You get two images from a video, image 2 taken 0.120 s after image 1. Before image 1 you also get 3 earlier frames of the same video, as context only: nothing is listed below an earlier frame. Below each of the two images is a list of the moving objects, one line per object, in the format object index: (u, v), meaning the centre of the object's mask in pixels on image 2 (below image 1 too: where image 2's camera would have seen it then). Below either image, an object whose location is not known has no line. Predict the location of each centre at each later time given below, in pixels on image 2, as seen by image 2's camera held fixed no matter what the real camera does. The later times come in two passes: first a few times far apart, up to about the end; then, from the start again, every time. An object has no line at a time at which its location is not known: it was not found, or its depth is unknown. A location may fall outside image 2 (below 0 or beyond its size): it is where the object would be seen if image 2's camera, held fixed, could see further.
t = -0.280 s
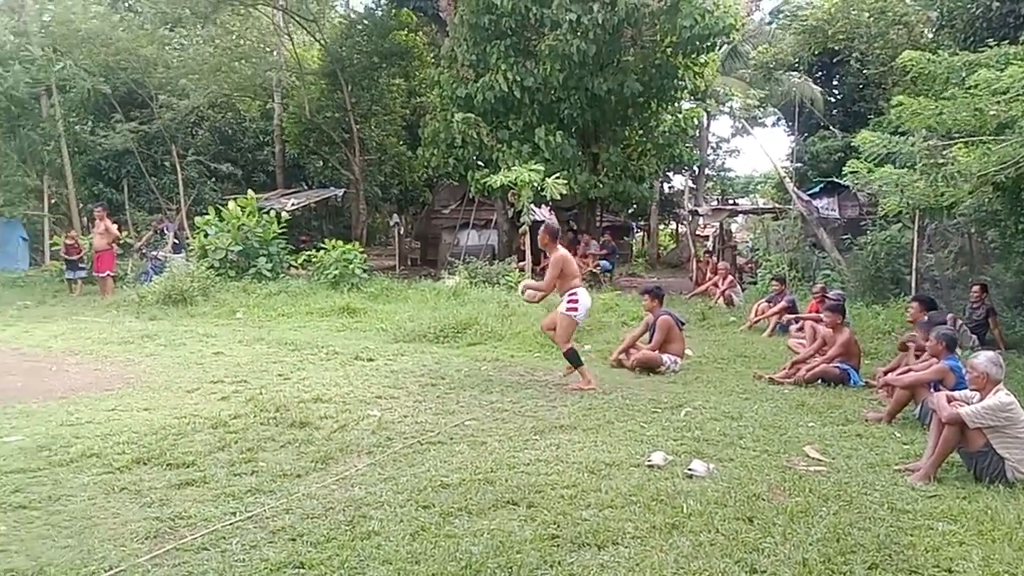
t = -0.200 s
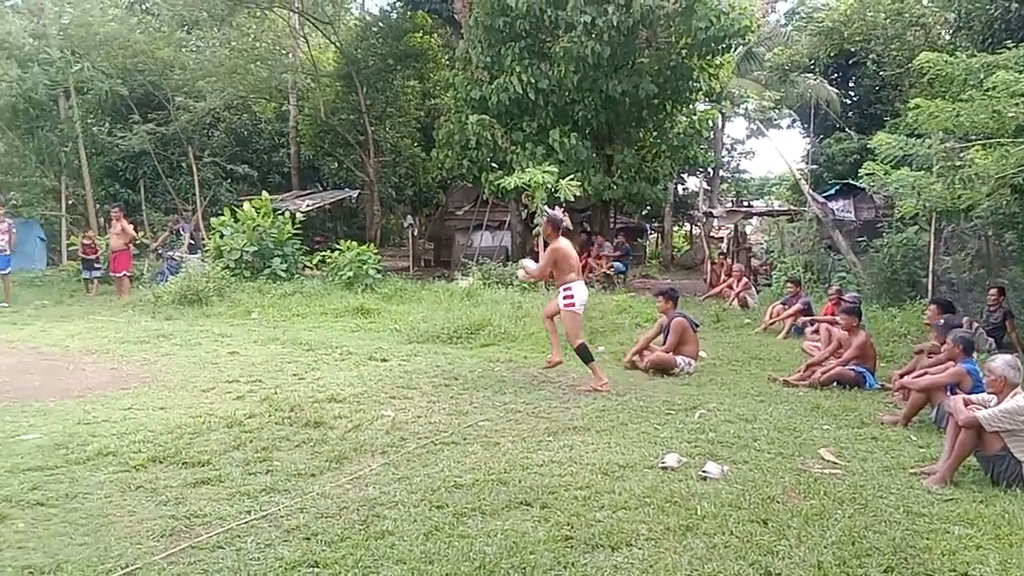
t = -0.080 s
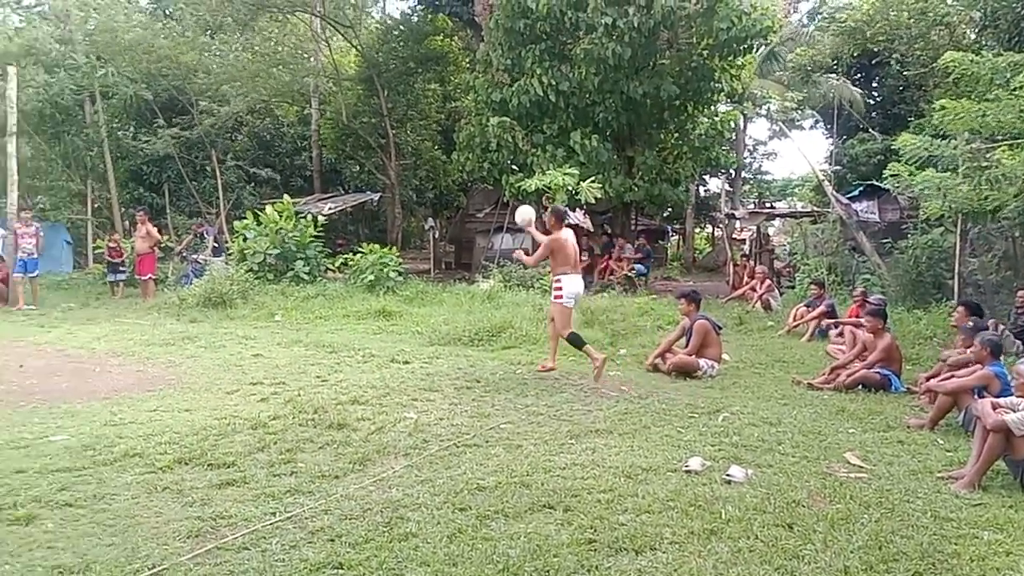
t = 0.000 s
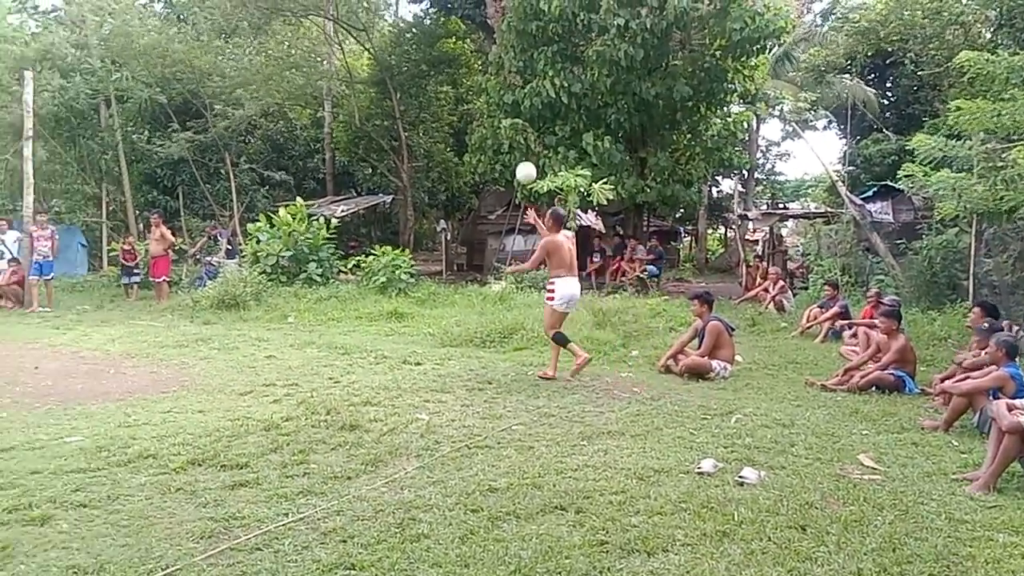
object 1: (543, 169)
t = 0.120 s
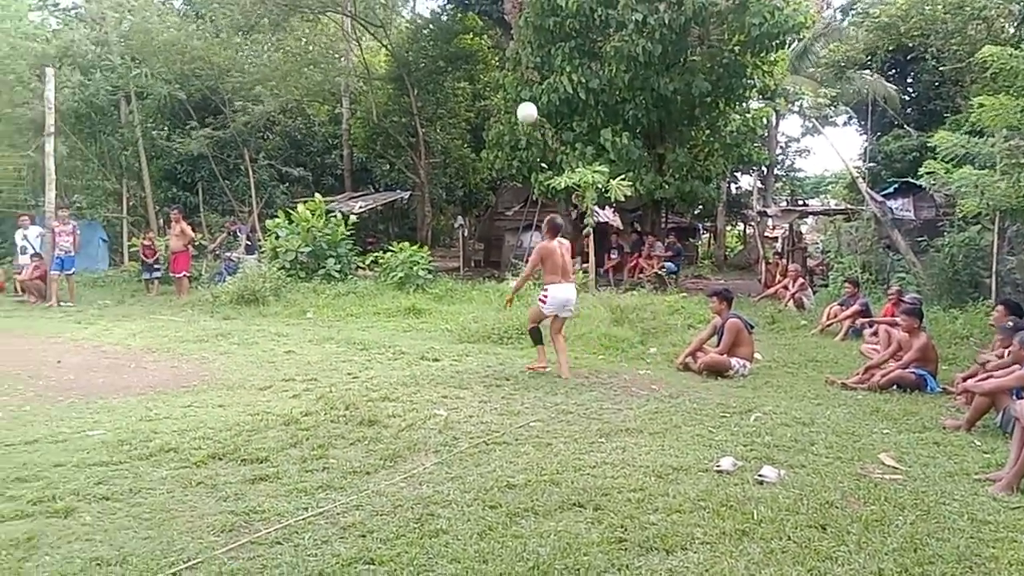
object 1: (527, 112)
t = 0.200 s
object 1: (515, 83)
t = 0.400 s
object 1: (489, 37)
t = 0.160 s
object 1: (521, 97)
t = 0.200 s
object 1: (515, 83)
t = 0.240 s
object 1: (510, 70)
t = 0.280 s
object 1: (505, 60)
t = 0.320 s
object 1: (499, 51)
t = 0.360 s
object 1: (494, 43)
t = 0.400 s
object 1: (489, 37)
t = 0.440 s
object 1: (483, 32)
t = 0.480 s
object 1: (477, 29)
